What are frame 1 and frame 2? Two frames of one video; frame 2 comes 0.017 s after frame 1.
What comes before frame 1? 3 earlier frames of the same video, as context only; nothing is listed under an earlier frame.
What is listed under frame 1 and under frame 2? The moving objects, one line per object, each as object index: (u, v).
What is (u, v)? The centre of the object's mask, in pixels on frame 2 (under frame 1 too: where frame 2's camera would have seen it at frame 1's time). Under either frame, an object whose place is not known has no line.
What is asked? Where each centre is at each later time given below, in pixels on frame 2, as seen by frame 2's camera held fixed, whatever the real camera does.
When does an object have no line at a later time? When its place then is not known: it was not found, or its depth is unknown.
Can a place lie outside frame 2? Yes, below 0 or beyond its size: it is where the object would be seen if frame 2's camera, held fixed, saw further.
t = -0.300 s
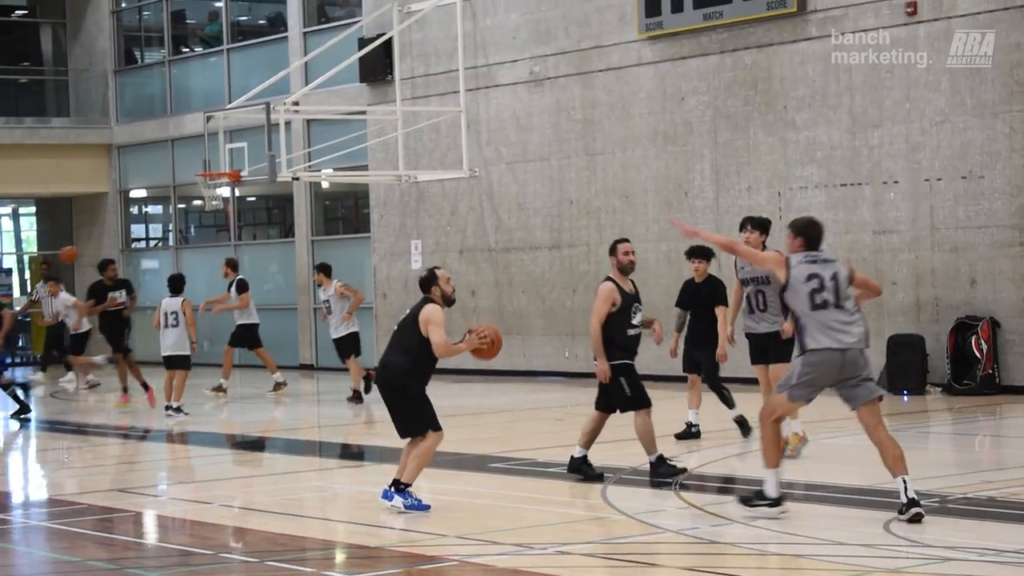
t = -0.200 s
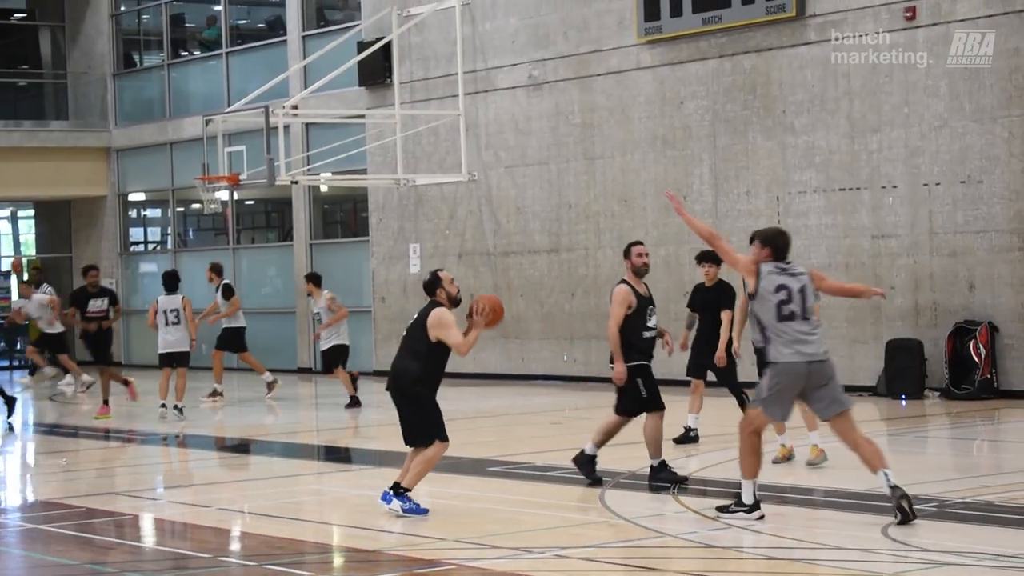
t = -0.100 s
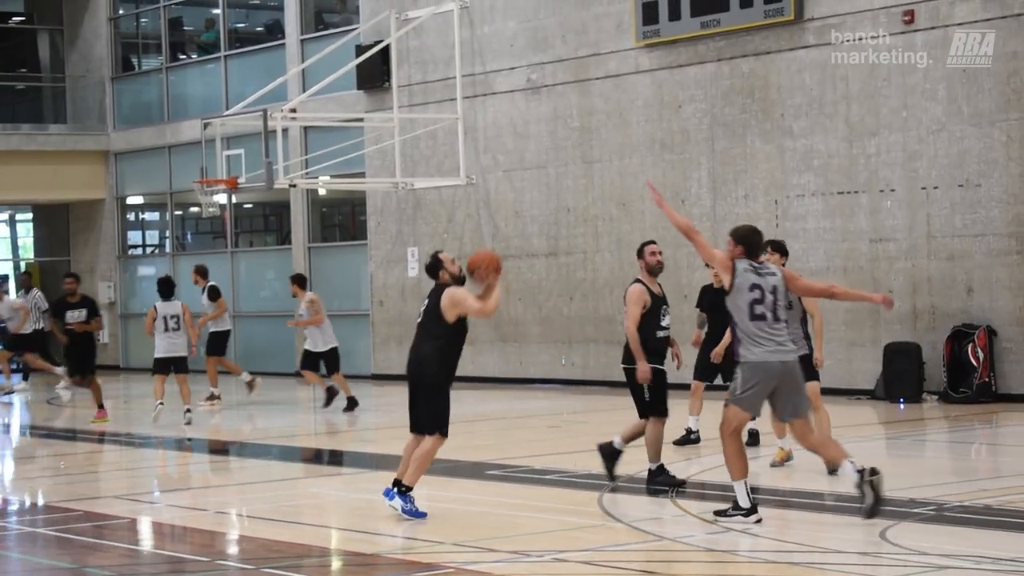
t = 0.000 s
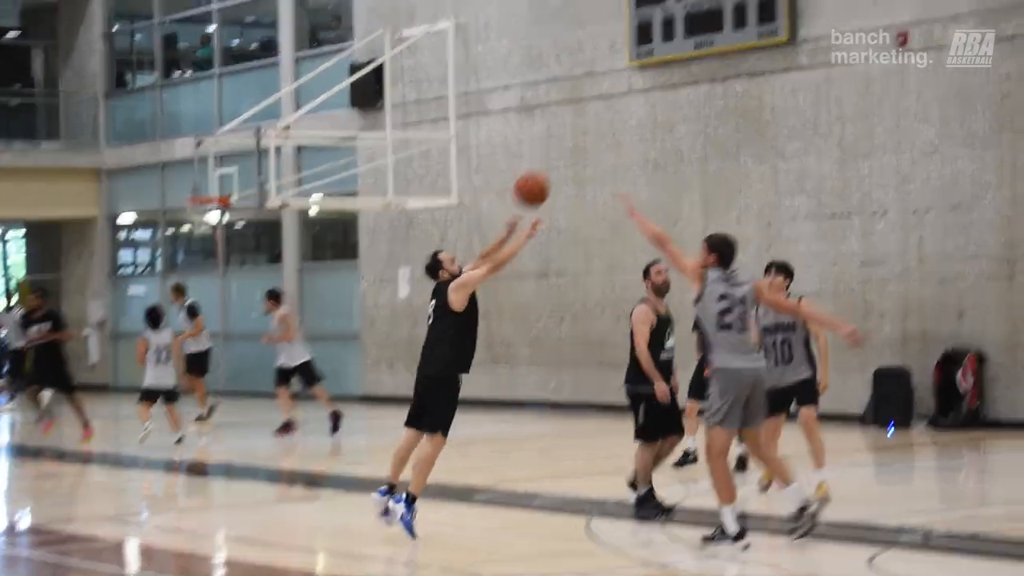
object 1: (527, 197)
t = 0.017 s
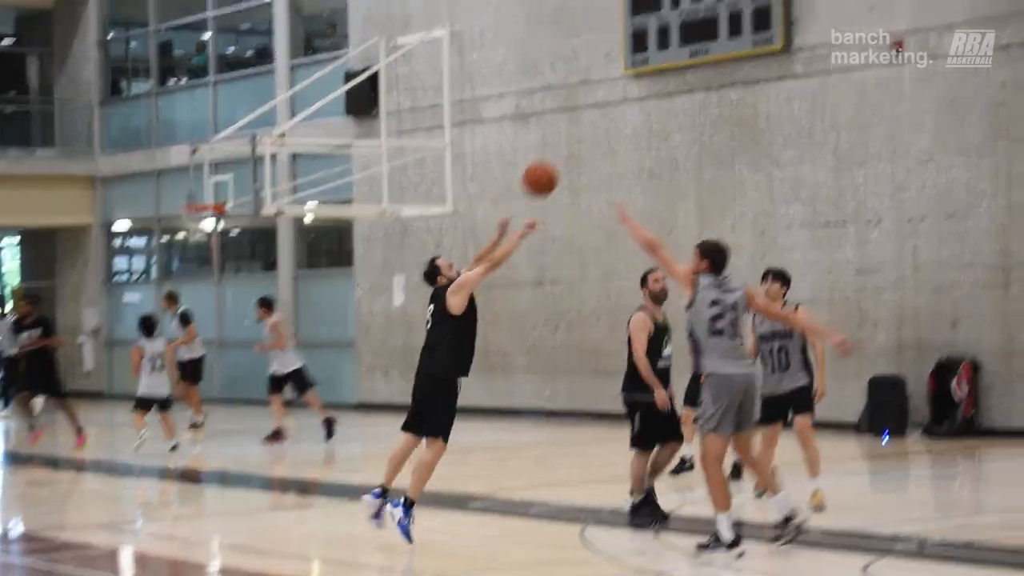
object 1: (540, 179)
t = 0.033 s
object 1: (553, 160)
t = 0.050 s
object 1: (569, 142)
